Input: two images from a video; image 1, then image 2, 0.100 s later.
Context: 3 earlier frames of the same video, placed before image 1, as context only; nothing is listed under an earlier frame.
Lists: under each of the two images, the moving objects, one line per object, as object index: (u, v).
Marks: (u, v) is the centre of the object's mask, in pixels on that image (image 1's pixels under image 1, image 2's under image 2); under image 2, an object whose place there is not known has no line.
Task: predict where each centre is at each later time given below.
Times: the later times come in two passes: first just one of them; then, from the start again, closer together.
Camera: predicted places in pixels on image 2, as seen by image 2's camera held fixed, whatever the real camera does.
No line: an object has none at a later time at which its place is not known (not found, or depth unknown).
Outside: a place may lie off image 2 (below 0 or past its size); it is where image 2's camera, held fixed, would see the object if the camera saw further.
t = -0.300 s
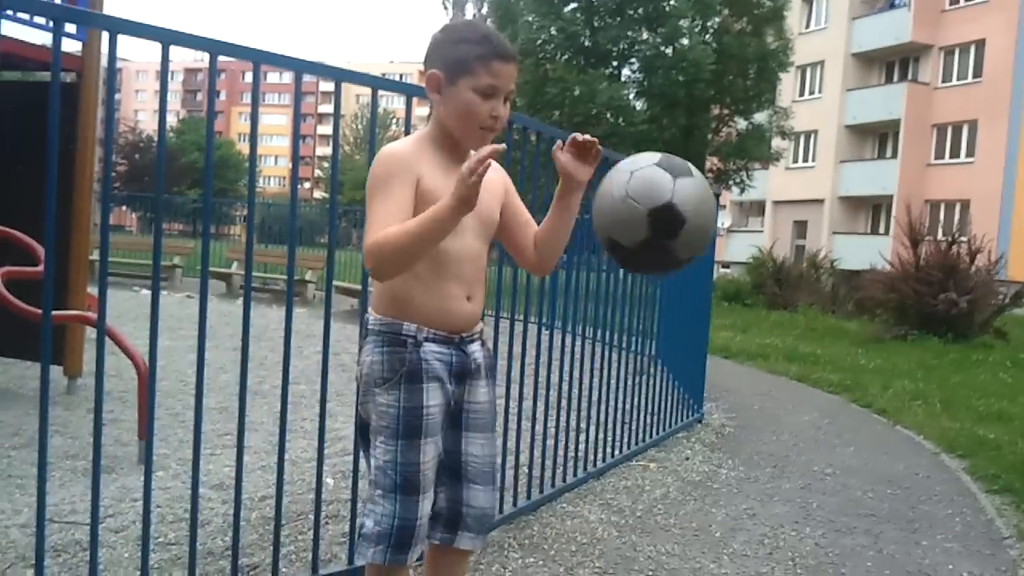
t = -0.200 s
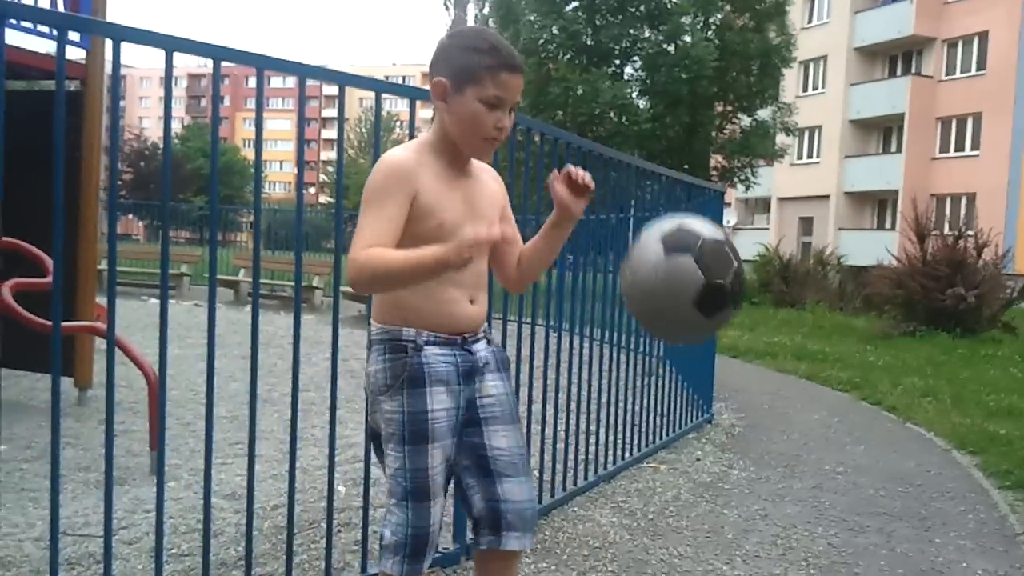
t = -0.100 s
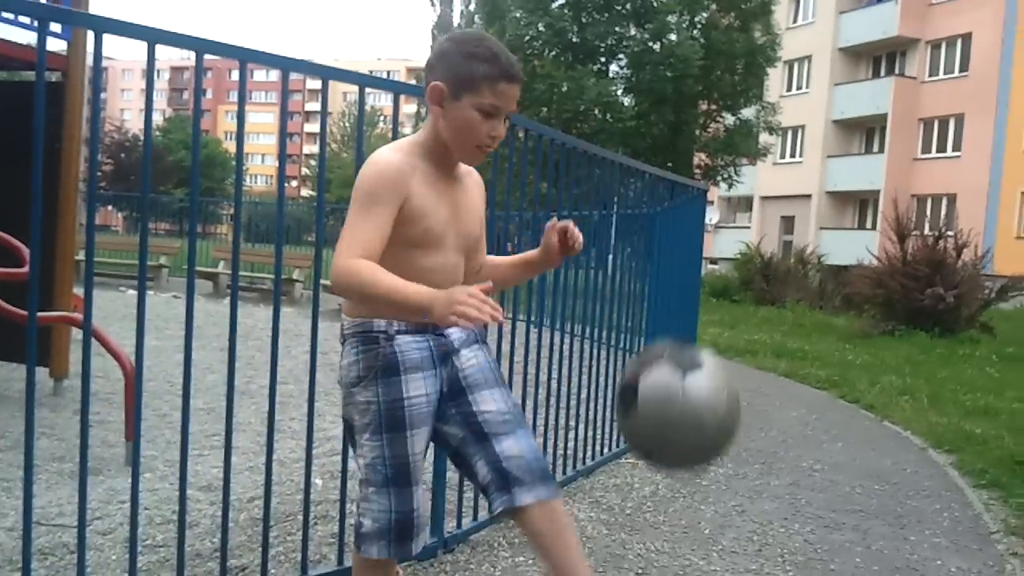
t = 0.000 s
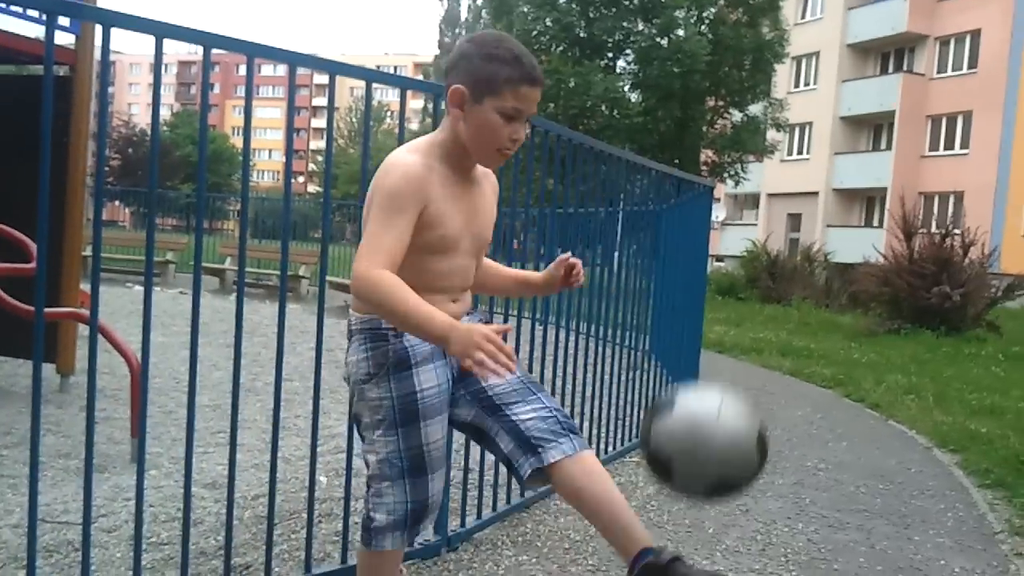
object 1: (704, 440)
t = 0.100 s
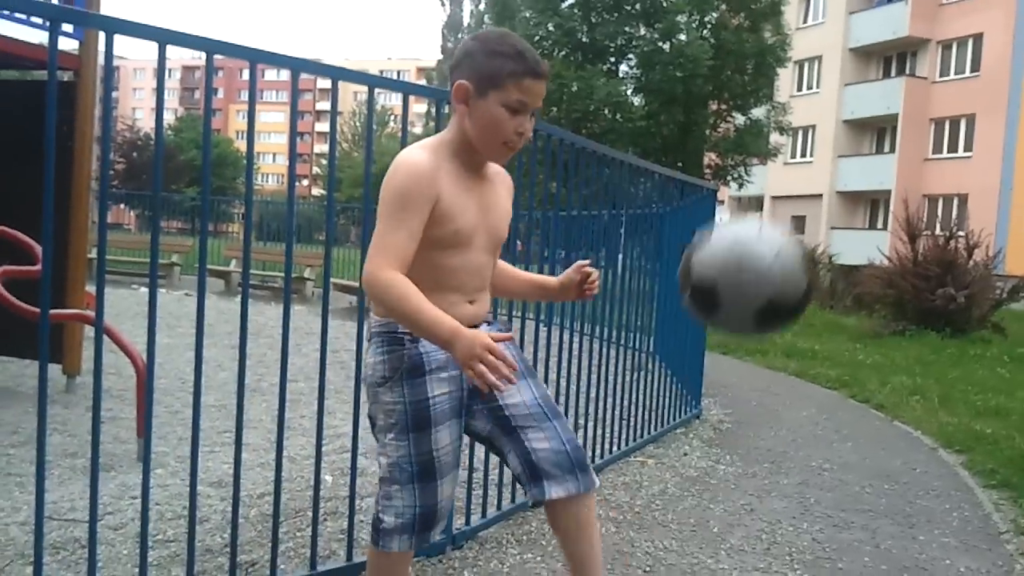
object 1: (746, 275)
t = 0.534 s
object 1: (873, 127)
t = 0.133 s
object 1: (758, 229)
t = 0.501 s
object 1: (862, 89)
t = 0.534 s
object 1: (873, 127)
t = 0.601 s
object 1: (890, 222)
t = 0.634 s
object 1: (892, 286)
